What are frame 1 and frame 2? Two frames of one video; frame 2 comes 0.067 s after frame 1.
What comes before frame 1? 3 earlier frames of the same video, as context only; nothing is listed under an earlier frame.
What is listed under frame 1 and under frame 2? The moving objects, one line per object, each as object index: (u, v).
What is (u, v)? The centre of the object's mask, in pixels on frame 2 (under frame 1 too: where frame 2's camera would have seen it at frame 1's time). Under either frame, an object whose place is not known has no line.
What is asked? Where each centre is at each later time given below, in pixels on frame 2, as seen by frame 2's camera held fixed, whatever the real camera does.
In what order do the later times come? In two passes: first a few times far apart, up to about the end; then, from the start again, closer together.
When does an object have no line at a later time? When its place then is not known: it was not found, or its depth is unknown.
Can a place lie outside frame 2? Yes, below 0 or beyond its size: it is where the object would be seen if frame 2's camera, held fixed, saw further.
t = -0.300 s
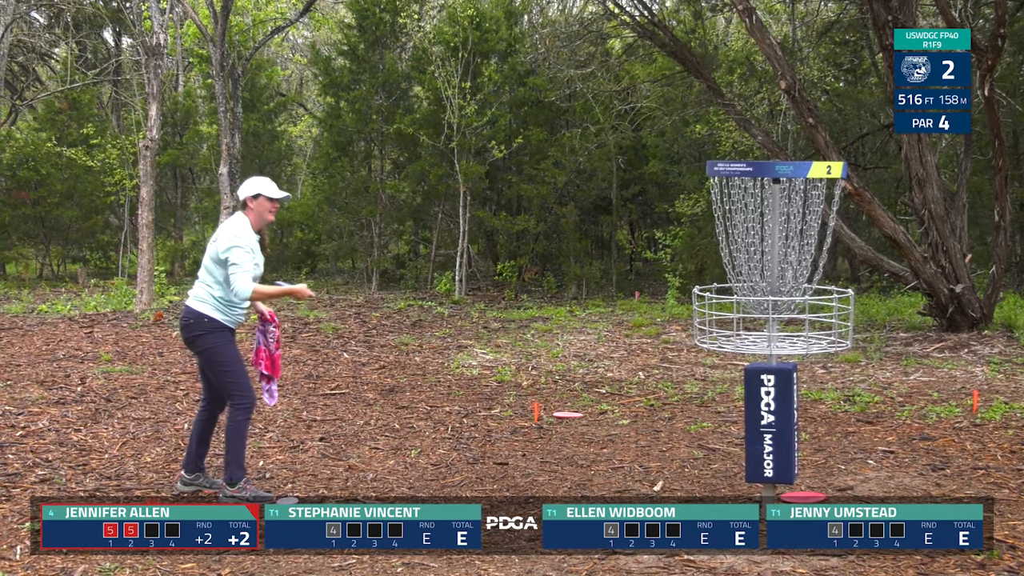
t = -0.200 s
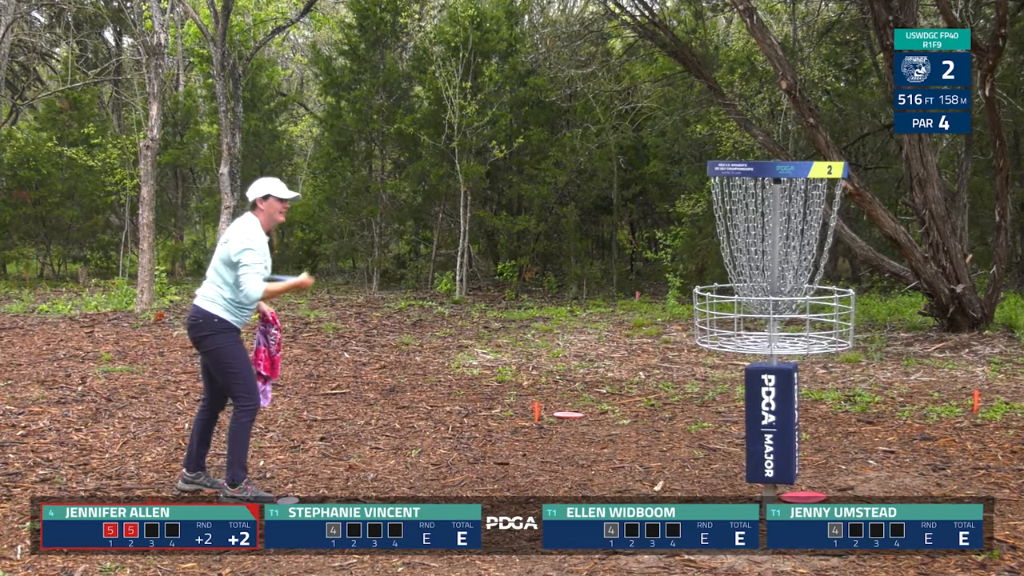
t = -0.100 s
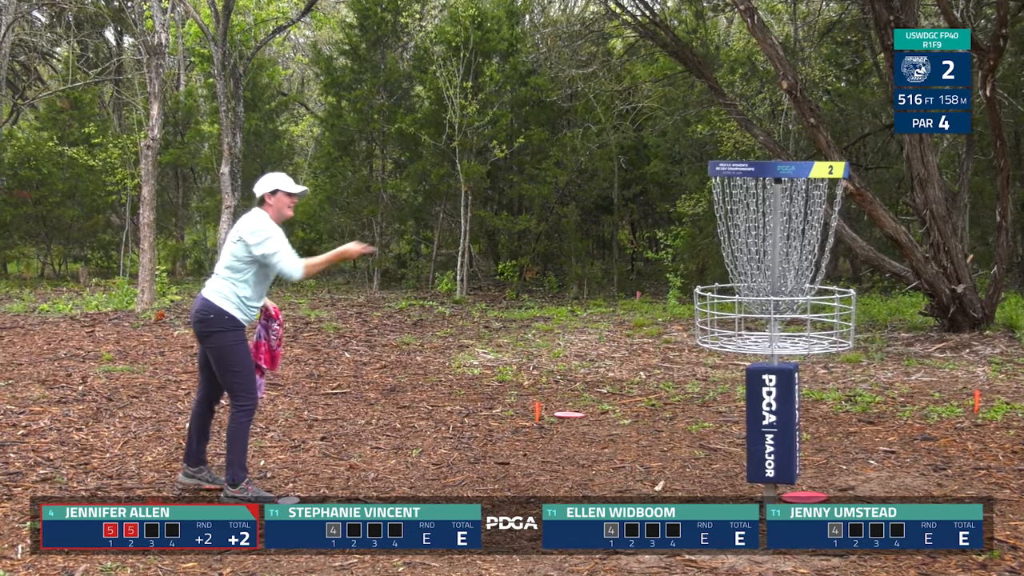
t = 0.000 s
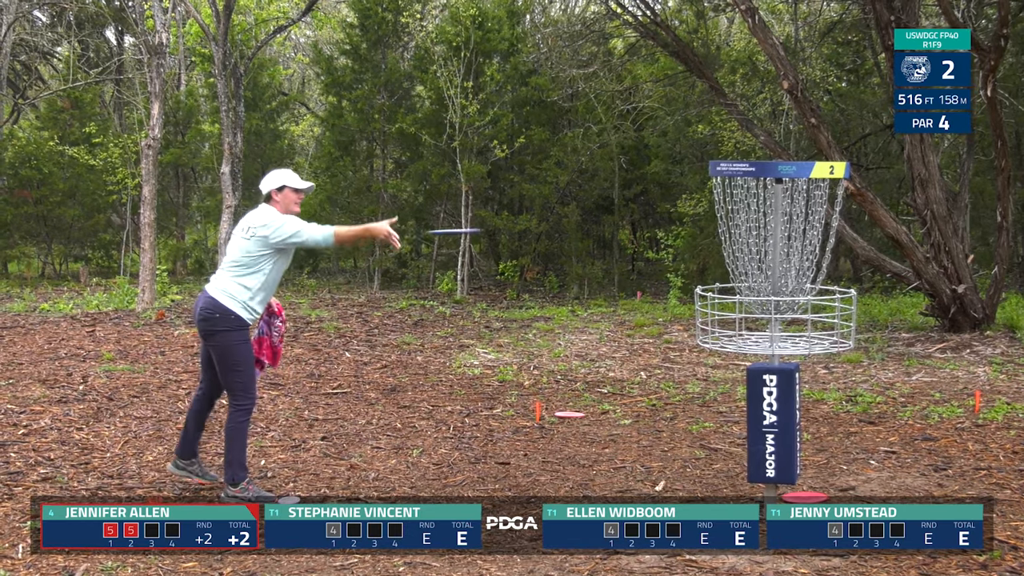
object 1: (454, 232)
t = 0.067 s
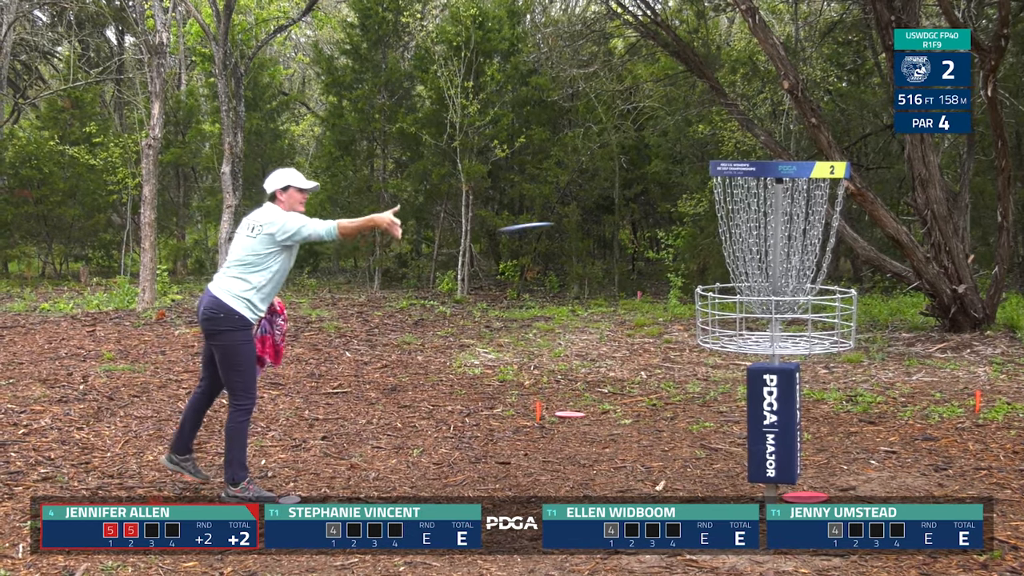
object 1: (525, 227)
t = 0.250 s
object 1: (727, 255)
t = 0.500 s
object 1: (749, 285)
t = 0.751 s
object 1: (726, 335)
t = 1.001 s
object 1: (734, 340)
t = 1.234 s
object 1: (733, 342)
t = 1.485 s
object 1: (733, 342)
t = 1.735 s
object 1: (733, 342)
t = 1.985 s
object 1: (734, 343)
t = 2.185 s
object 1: (735, 343)
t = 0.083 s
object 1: (544, 226)
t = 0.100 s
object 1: (562, 227)
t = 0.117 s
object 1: (581, 228)
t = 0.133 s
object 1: (598, 230)
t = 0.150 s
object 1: (617, 233)
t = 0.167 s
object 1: (637, 236)
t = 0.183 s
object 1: (657, 240)
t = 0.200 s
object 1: (677, 243)
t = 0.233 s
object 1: (709, 251)
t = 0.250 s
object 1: (727, 255)
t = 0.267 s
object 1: (737, 256)
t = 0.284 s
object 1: (743, 258)
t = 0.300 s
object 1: (743, 259)
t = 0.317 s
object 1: (744, 260)
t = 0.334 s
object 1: (750, 264)
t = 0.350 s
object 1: (751, 265)
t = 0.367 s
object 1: (751, 267)
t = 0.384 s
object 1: (752, 269)
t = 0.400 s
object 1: (753, 272)
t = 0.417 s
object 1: (753, 273)
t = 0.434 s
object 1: (753, 275)
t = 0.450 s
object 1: (752, 277)
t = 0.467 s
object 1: (751, 280)
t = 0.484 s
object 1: (749, 282)
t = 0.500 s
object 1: (749, 285)
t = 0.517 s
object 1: (746, 290)
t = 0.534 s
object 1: (744, 295)
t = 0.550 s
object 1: (743, 300)
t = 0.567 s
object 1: (742, 306)
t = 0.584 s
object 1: (740, 313)
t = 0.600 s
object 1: (738, 319)
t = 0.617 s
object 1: (737, 326)
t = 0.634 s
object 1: (734, 331)
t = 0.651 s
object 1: (733, 330)
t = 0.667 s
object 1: (731, 332)
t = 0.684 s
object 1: (730, 334)
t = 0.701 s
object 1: (729, 334)
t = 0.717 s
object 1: (728, 335)
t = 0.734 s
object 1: (725, 335)
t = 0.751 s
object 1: (726, 335)
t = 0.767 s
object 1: (729, 333)
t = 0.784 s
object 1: (730, 332)
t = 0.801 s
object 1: (730, 332)
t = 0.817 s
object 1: (730, 333)
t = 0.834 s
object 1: (731, 334)
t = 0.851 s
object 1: (732, 334)
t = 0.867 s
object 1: (731, 335)
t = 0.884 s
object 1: (732, 337)
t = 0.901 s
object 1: (731, 339)
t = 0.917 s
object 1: (731, 340)
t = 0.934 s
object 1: (733, 341)
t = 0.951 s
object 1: (734, 341)
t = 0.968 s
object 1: (733, 341)
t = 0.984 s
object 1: (733, 340)
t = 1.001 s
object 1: (734, 340)
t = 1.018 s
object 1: (734, 341)
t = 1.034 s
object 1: (733, 341)
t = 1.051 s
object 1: (733, 342)
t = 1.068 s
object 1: (734, 342)
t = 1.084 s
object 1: (734, 342)
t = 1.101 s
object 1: (734, 342)
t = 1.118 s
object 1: (733, 342)
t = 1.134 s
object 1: (734, 342)
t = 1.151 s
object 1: (733, 342)
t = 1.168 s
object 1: (733, 342)
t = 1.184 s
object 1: (733, 342)
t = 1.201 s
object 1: (733, 342)
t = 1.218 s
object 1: (733, 342)
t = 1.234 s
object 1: (733, 342)
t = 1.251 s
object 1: (733, 342)
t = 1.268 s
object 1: (733, 342)
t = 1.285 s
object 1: (733, 342)
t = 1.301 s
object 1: (733, 342)
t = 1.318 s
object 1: (733, 342)
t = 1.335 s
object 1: (733, 342)
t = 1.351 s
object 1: (733, 342)
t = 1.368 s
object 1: (733, 342)
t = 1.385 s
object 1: (733, 342)
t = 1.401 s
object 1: (733, 342)
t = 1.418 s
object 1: (733, 342)
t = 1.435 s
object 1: (733, 342)
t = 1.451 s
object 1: (733, 342)
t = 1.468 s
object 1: (733, 342)
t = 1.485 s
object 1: (733, 342)
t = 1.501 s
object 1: (733, 342)
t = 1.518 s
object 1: (733, 342)
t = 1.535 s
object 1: (733, 342)
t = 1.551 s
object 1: (733, 342)
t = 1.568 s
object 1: (733, 342)
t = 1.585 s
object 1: (733, 342)
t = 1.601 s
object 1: (733, 342)
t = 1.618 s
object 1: (733, 342)
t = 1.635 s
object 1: (733, 343)
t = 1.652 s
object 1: (733, 343)
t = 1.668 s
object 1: (733, 343)
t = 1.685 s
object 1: (733, 343)
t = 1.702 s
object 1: (734, 343)
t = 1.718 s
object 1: (734, 343)
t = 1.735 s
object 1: (733, 342)
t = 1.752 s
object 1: (733, 342)
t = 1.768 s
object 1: (733, 342)
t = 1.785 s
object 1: (733, 342)
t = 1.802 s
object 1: (733, 342)
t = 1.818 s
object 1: (734, 342)
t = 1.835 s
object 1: (734, 342)
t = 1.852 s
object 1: (734, 342)
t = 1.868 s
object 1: (734, 342)
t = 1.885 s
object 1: (734, 342)
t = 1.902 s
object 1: (734, 342)
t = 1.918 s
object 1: (734, 343)
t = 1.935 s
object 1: (734, 343)
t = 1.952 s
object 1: (734, 342)
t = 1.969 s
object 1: (734, 343)
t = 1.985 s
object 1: (734, 343)
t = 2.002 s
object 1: (734, 343)
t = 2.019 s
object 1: (734, 343)
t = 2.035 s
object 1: (734, 343)
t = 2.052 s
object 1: (734, 343)
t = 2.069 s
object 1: (734, 343)
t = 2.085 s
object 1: (734, 343)
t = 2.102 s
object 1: (734, 343)
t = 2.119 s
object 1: (734, 343)
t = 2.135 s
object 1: (735, 343)
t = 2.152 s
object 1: (735, 343)
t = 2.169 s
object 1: (735, 343)
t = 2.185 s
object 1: (735, 343)
